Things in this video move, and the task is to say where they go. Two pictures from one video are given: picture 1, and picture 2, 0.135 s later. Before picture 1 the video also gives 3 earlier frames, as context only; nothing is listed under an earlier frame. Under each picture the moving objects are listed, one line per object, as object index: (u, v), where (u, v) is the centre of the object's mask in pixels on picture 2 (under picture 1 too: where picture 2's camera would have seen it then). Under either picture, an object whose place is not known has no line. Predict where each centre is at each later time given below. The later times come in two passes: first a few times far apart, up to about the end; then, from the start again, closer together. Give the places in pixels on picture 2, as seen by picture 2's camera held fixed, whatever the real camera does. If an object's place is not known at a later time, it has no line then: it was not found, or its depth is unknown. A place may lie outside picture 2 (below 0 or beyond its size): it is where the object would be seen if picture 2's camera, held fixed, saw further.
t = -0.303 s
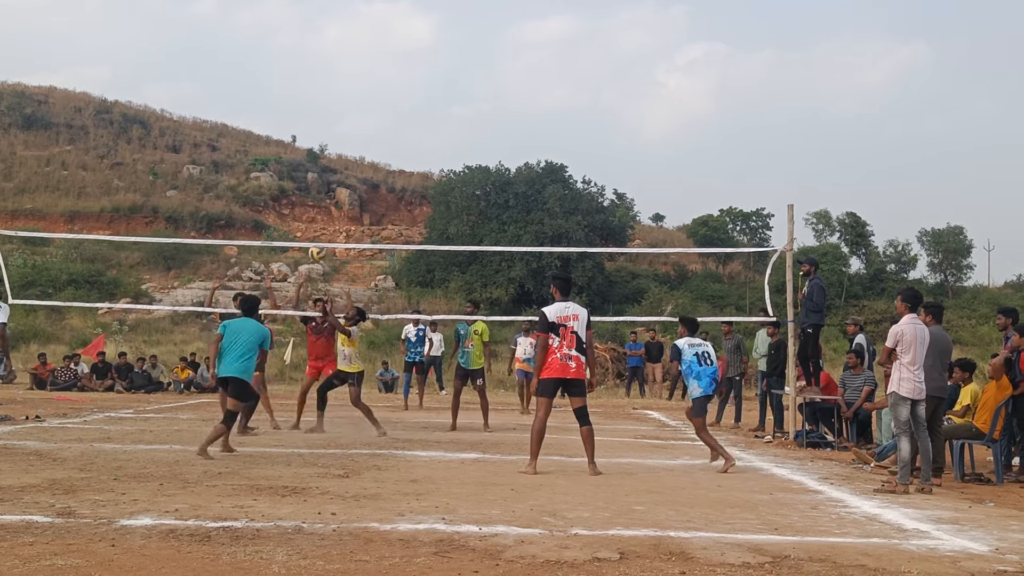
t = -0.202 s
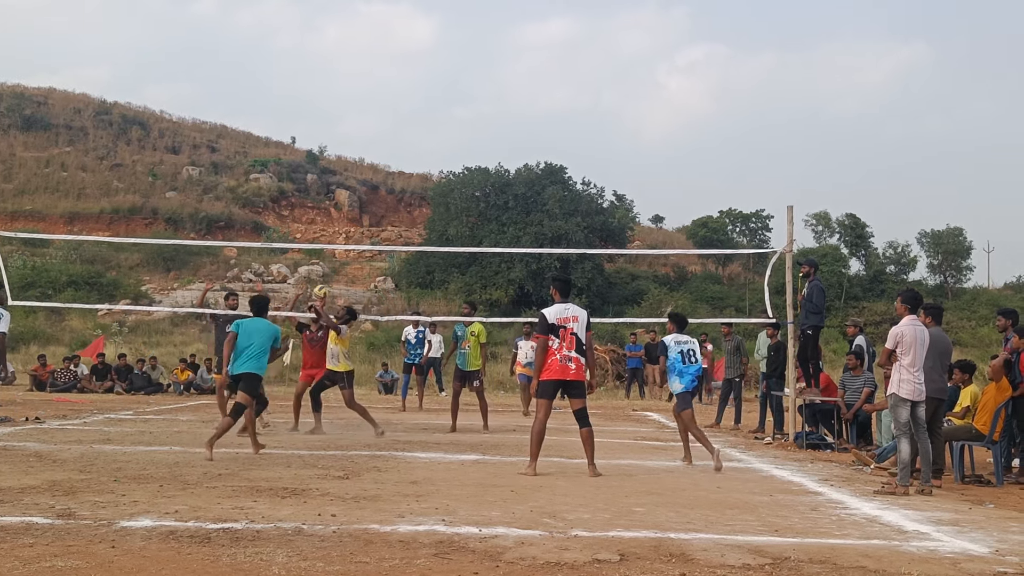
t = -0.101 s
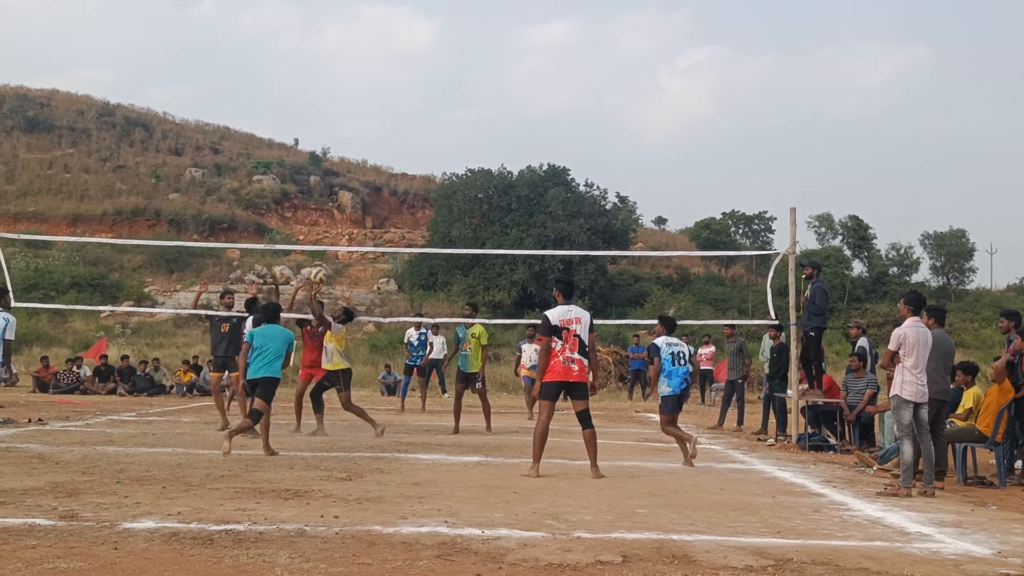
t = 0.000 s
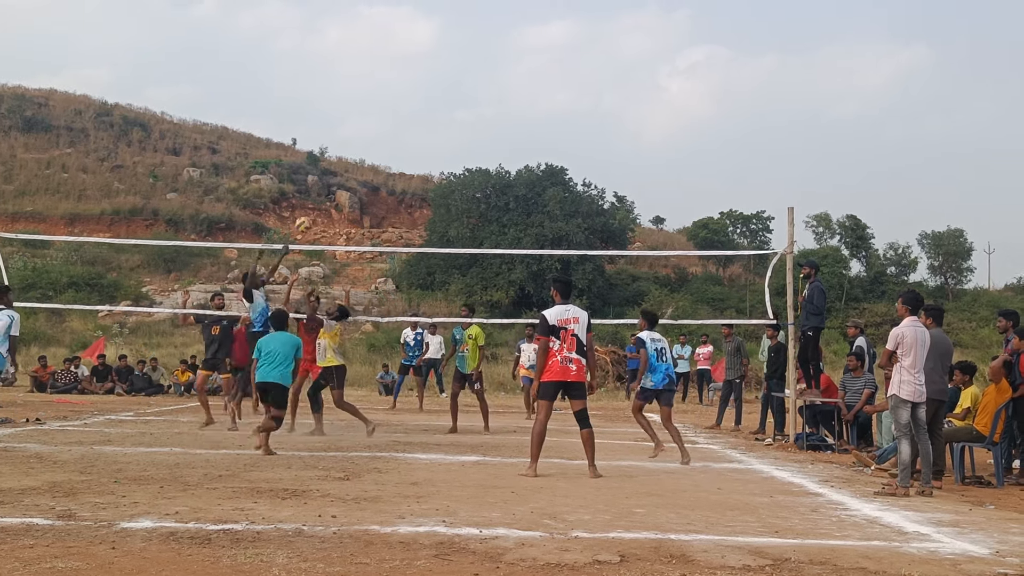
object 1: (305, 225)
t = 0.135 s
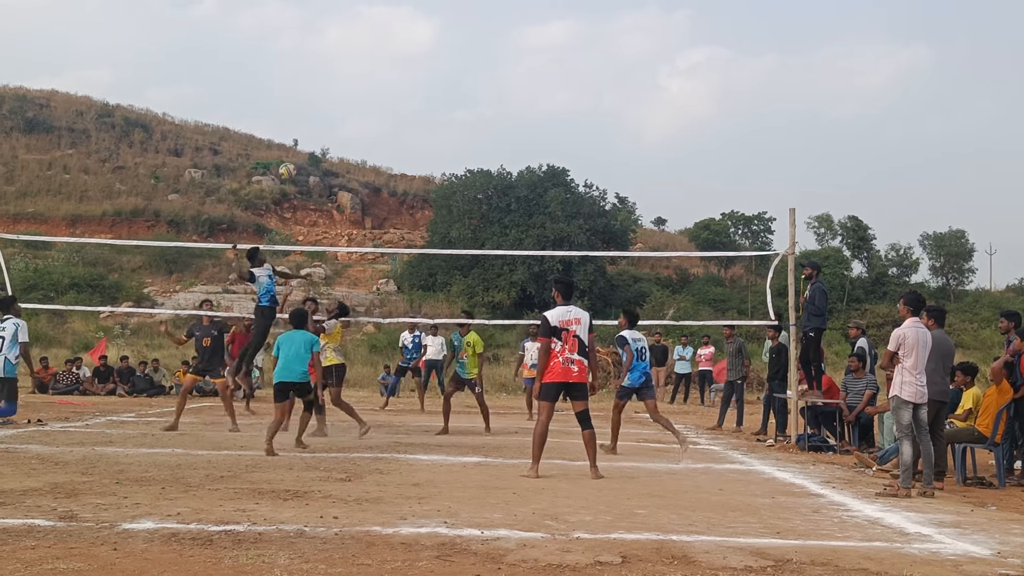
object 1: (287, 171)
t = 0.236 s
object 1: (273, 139)
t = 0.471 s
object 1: (240, 96)
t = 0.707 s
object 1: (204, 95)
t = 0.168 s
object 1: (282, 159)
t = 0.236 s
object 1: (273, 139)
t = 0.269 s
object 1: (269, 131)
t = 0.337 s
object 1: (259, 116)
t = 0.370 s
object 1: (254, 110)
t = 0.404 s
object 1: (250, 104)
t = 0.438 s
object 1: (245, 100)
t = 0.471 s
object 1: (240, 96)
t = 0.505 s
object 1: (235, 93)
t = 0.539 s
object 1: (230, 91)
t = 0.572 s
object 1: (225, 90)
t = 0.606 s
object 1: (220, 90)
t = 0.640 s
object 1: (215, 91)
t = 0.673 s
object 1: (209, 92)
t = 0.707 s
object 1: (204, 95)
